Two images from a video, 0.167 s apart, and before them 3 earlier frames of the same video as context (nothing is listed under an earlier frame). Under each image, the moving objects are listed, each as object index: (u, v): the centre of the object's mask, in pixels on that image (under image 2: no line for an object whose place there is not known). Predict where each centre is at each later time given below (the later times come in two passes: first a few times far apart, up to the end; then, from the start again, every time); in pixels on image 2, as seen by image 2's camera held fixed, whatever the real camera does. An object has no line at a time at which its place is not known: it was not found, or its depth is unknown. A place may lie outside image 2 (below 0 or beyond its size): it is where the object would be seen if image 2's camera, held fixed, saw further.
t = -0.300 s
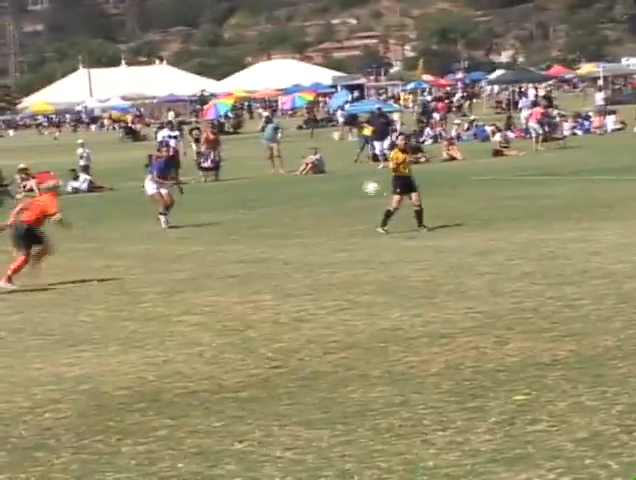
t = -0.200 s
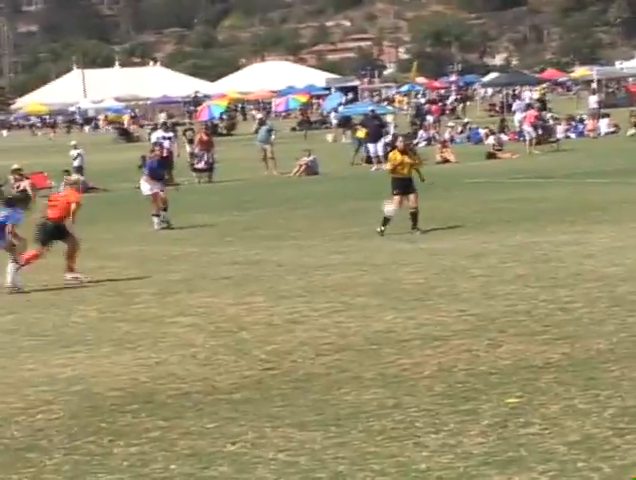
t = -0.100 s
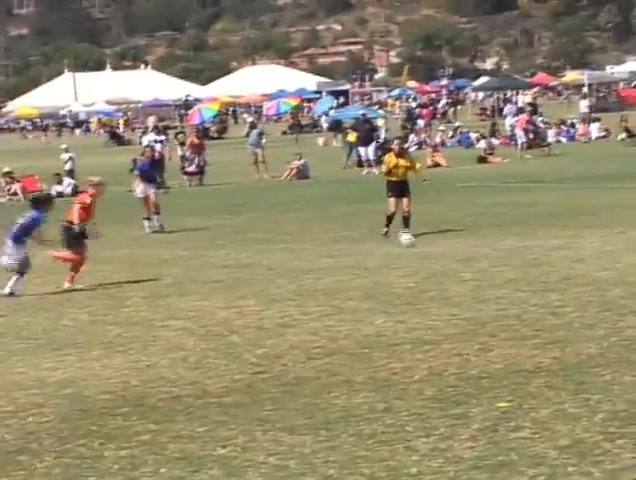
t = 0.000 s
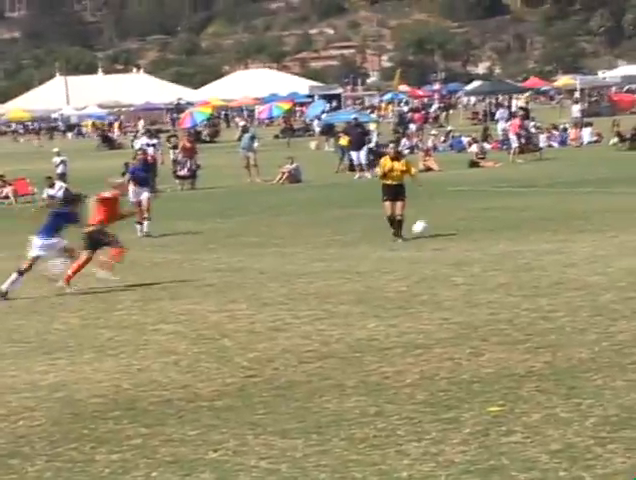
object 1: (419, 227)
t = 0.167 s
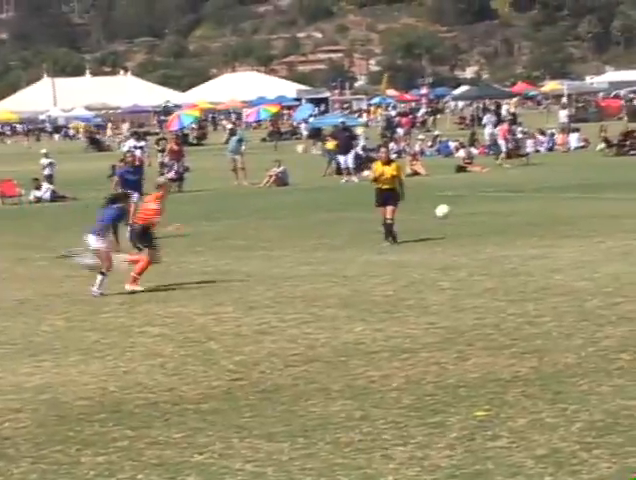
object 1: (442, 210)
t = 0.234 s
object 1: (457, 208)
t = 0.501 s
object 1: (522, 227)
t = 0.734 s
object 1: (579, 231)
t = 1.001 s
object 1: (643, 235)
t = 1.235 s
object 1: (699, 237)
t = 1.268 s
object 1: (707, 237)
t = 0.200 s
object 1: (449, 209)
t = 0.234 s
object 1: (457, 208)
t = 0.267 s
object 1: (465, 207)
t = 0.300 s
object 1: (473, 208)
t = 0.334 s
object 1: (481, 209)
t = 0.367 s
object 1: (489, 211)
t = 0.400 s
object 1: (497, 214)
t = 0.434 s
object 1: (505, 218)
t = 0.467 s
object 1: (513, 222)
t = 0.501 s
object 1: (522, 227)
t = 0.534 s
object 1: (531, 233)
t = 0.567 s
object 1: (539, 240)
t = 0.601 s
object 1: (549, 246)
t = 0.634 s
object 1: (555, 243)
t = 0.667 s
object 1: (563, 238)
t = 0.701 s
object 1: (570, 234)
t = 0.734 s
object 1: (579, 231)
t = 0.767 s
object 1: (586, 229)
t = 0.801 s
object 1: (593, 227)
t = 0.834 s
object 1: (602, 227)
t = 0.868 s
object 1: (609, 227)
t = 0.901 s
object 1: (618, 227)
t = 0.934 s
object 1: (626, 229)
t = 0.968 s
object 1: (635, 231)
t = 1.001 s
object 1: (643, 235)
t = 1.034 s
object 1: (651, 238)
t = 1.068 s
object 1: (660, 244)
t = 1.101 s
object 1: (668, 247)
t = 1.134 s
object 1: (675, 244)
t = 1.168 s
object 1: (683, 241)
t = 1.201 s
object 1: (691, 238)
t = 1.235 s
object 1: (699, 237)
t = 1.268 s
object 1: (707, 237)
